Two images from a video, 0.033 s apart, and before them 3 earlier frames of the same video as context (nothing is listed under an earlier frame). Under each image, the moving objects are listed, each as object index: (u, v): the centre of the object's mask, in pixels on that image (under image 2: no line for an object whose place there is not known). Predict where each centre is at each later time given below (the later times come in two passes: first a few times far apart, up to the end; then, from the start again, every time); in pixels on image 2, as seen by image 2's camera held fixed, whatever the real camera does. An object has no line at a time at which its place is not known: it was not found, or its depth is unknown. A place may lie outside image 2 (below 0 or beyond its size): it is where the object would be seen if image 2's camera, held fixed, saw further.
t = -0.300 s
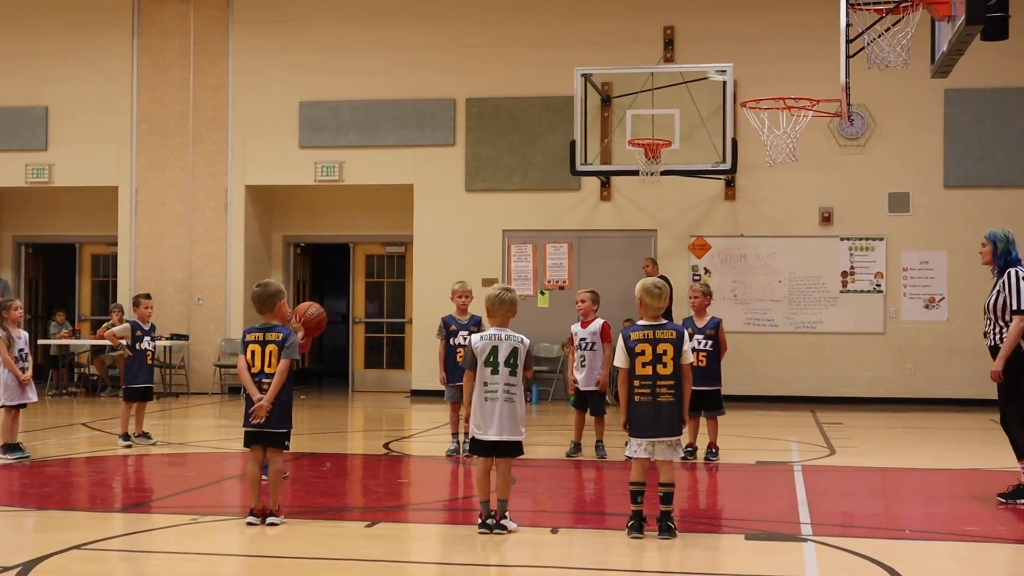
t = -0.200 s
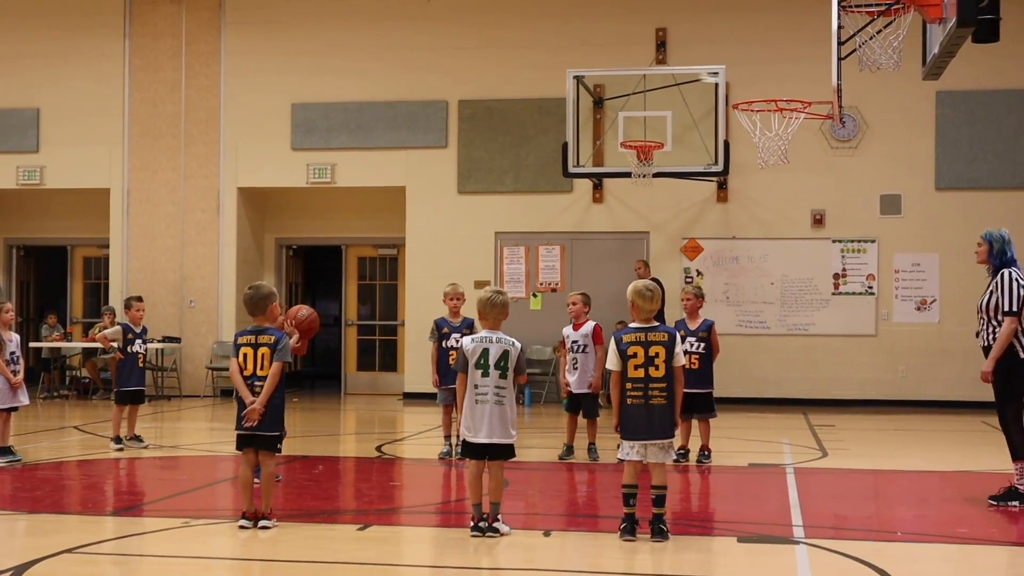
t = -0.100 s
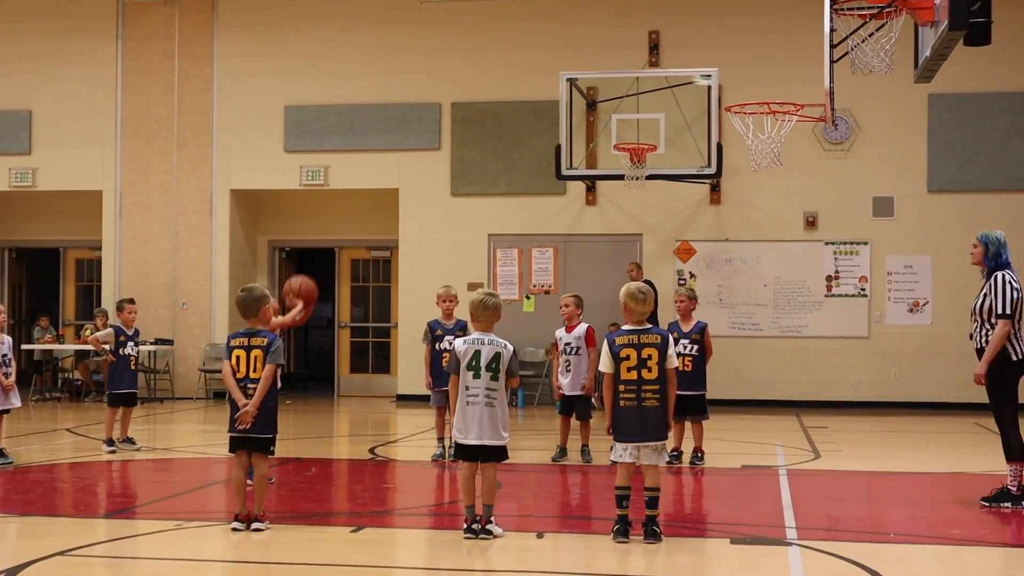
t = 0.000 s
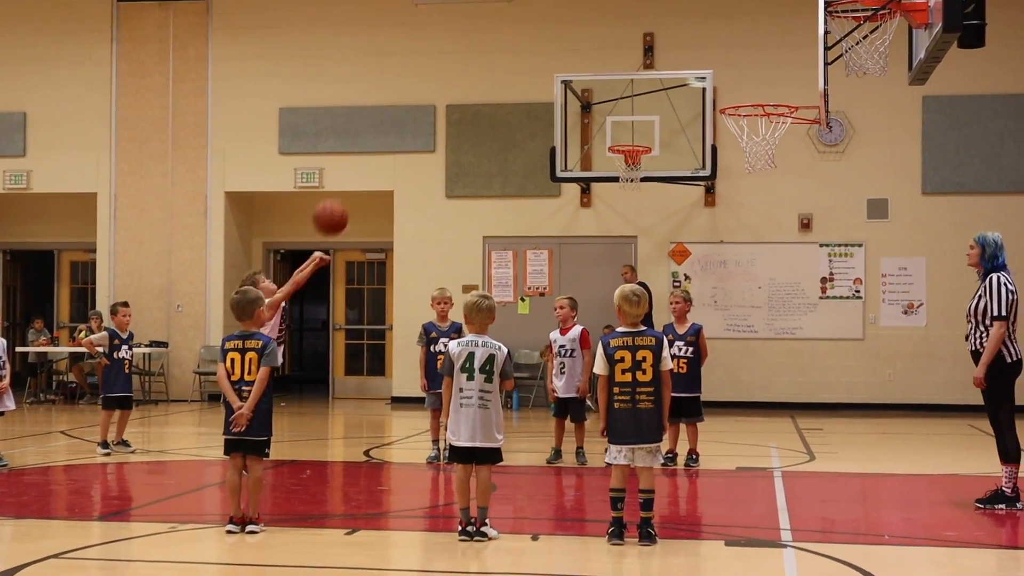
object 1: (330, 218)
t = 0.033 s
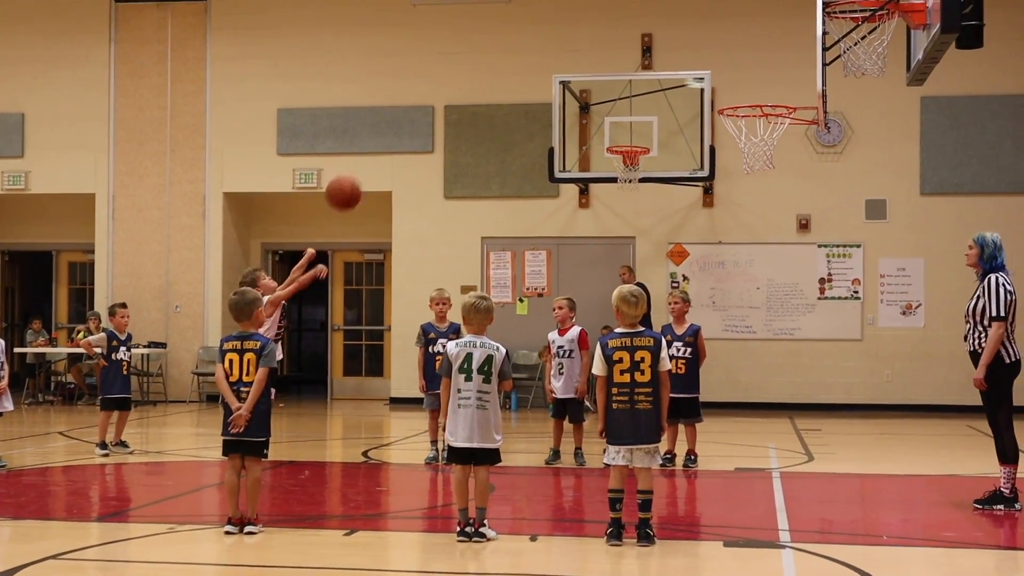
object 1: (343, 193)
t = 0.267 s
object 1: (450, 55)
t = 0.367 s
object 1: (498, 20)
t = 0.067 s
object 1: (359, 167)
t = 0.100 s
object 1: (374, 145)
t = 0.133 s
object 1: (389, 124)
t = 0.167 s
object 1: (404, 105)
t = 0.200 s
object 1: (419, 86)
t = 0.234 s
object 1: (435, 70)
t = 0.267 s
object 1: (450, 55)
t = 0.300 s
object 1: (466, 42)
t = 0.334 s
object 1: (481, 30)
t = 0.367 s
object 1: (498, 20)
